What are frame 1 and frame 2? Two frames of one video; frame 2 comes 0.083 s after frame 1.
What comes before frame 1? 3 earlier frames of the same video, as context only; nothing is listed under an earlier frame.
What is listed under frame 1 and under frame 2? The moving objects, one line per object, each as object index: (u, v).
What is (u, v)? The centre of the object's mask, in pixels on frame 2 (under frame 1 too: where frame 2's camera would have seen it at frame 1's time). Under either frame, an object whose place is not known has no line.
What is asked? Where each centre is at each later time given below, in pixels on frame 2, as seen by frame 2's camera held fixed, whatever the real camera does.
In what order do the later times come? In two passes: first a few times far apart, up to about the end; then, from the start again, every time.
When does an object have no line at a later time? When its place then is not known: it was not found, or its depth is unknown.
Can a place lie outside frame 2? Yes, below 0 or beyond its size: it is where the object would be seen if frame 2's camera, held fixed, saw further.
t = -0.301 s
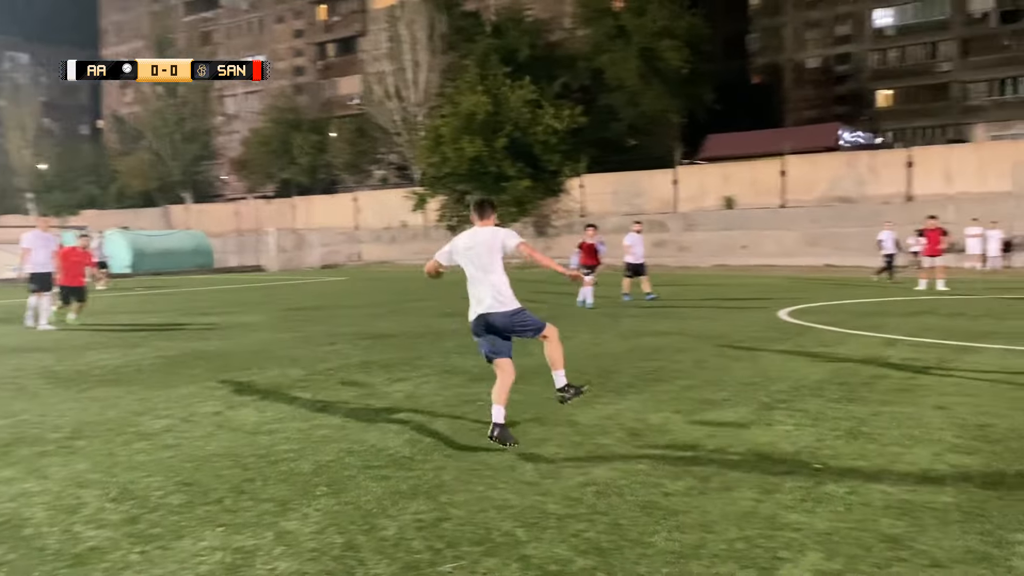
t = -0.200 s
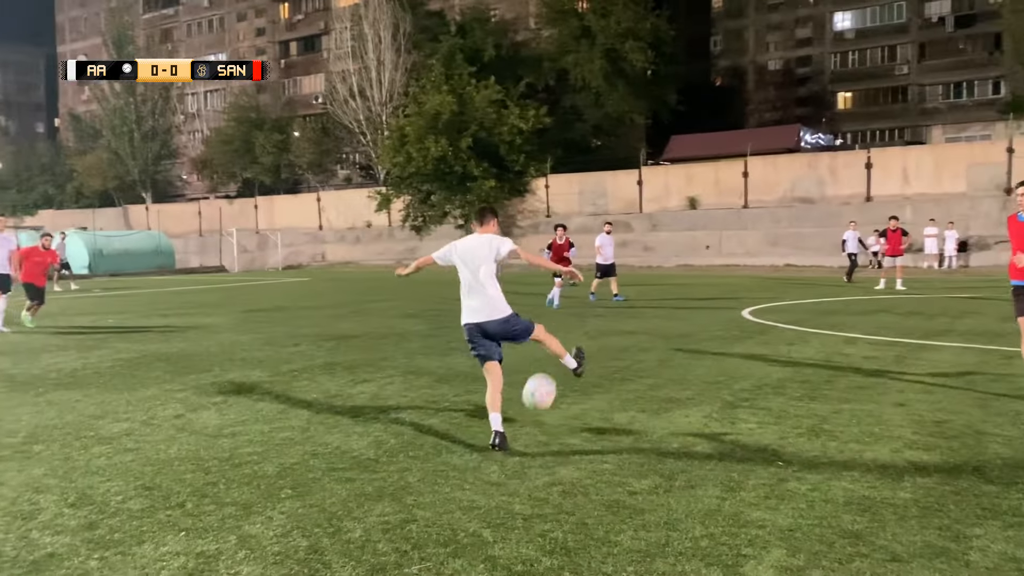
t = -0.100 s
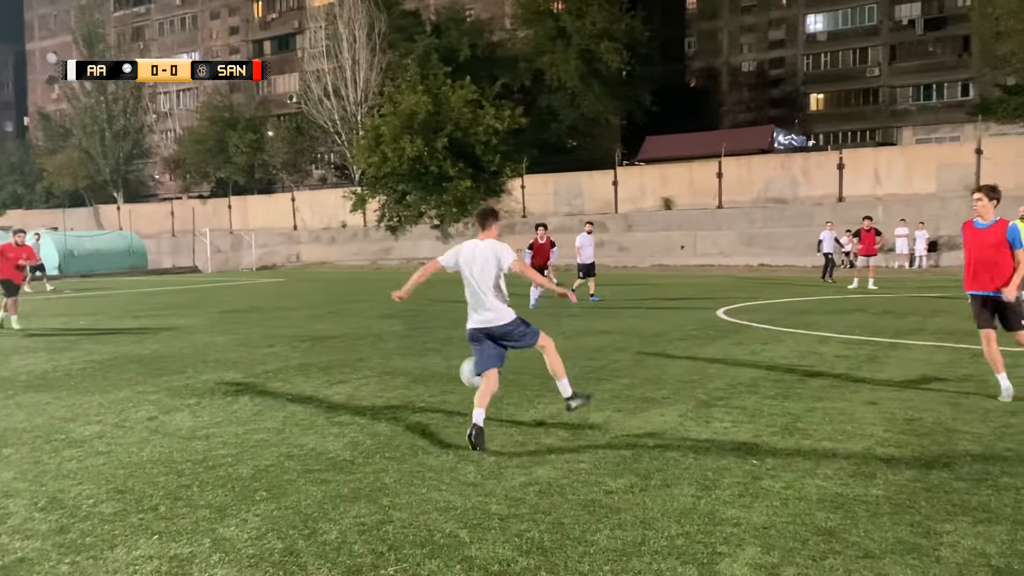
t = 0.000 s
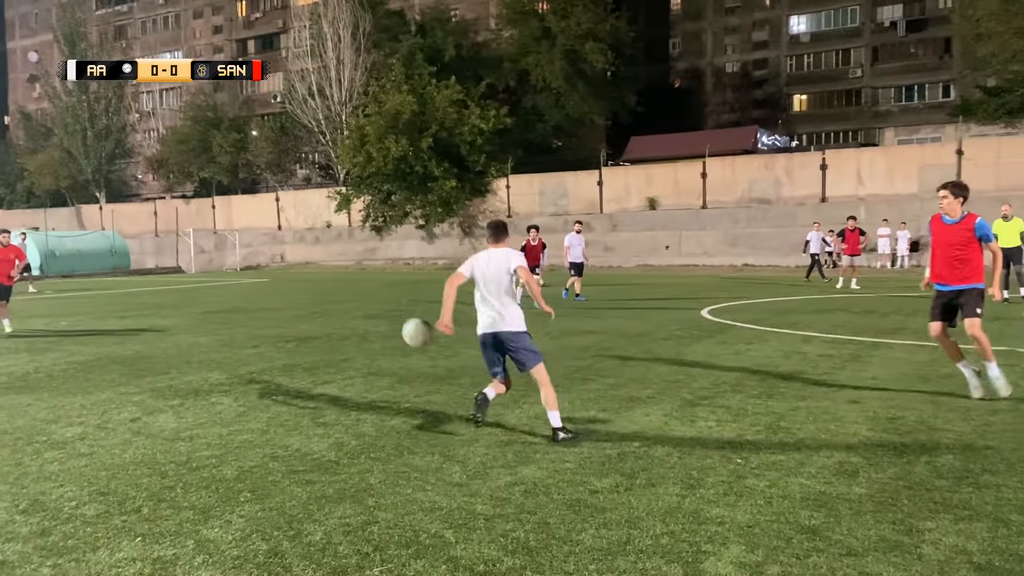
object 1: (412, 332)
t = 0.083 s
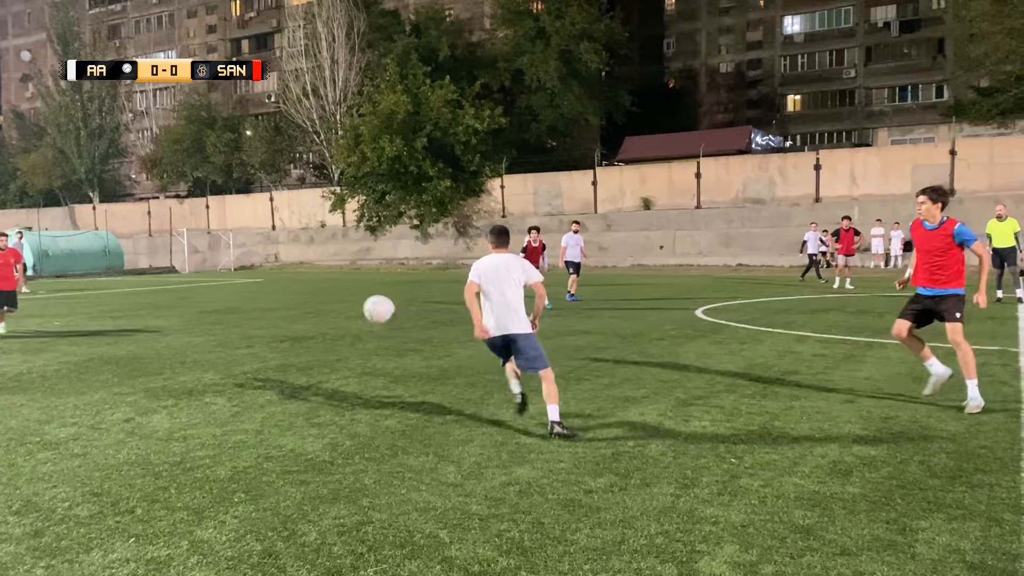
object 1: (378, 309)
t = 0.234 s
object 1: (324, 293)
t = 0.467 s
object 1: (250, 321)
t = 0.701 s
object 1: (192, 352)
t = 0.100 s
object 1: (372, 306)
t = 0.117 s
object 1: (366, 303)
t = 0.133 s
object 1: (359, 301)
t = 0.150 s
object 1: (353, 299)
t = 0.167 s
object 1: (347, 297)
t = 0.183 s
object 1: (341, 296)
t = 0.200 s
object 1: (335, 295)
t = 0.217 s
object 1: (330, 294)
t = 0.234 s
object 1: (324, 293)
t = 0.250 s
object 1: (318, 293)
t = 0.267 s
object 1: (312, 294)
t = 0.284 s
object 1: (306, 294)
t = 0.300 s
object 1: (301, 295)
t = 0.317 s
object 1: (296, 297)
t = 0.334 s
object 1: (290, 299)
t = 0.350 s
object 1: (285, 300)
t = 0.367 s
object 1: (280, 302)
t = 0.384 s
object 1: (275, 304)
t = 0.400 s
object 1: (270, 307)
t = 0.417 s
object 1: (266, 309)
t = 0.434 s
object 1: (260, 313)
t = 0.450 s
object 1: (255, 317)
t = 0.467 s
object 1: (250, 321)
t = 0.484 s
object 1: (245, 325)
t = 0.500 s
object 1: (241, 329)
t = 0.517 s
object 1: (237, 334)
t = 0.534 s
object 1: (232, 338)
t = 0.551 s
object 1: (227, 343)
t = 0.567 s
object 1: (223, 348)
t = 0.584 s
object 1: (219, 353)
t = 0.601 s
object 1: (214, 360)
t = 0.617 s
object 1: (210, 366)
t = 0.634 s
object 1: (205, 371)
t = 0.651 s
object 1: (202, 366)
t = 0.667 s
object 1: (199, 361)
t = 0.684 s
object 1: (195, 357)
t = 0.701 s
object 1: (192, 352)
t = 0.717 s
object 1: (189, 348)
